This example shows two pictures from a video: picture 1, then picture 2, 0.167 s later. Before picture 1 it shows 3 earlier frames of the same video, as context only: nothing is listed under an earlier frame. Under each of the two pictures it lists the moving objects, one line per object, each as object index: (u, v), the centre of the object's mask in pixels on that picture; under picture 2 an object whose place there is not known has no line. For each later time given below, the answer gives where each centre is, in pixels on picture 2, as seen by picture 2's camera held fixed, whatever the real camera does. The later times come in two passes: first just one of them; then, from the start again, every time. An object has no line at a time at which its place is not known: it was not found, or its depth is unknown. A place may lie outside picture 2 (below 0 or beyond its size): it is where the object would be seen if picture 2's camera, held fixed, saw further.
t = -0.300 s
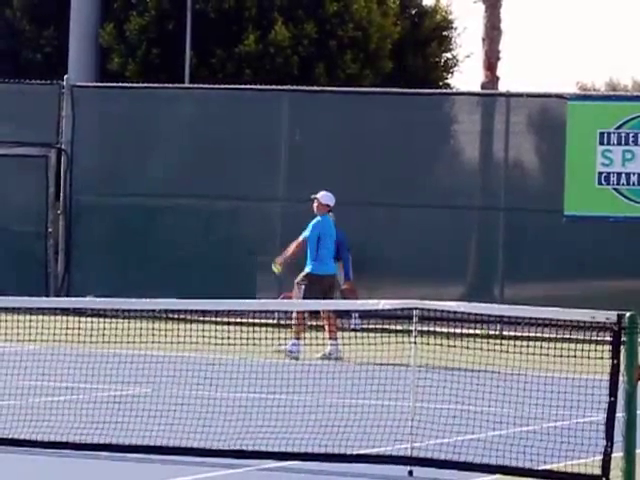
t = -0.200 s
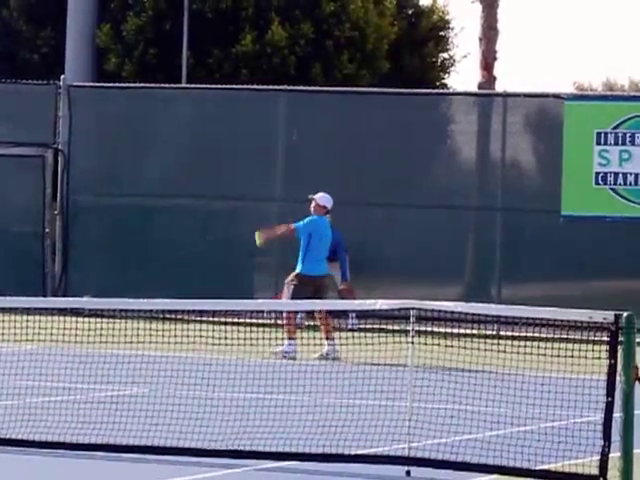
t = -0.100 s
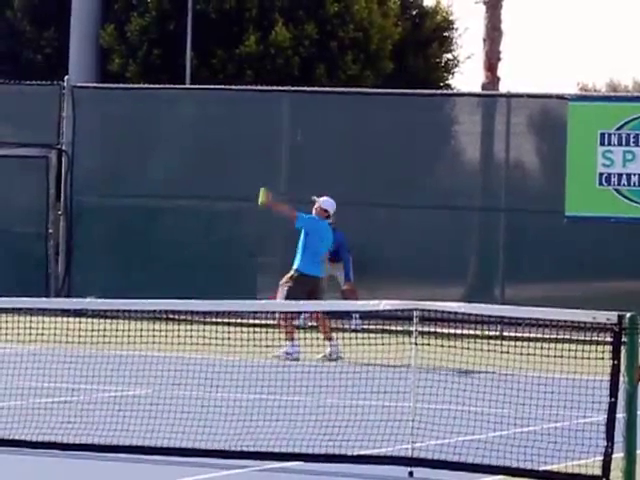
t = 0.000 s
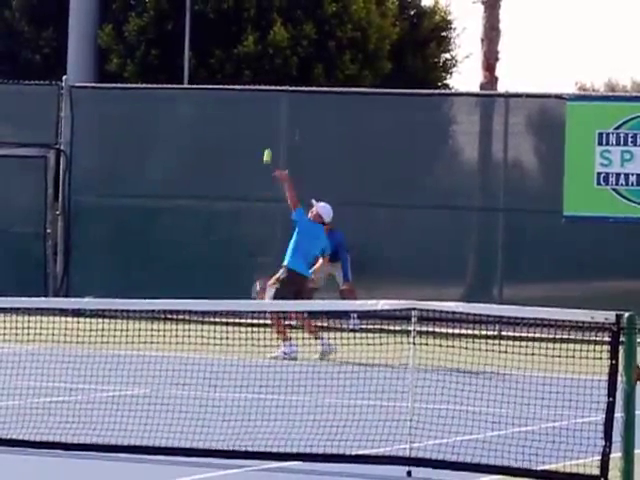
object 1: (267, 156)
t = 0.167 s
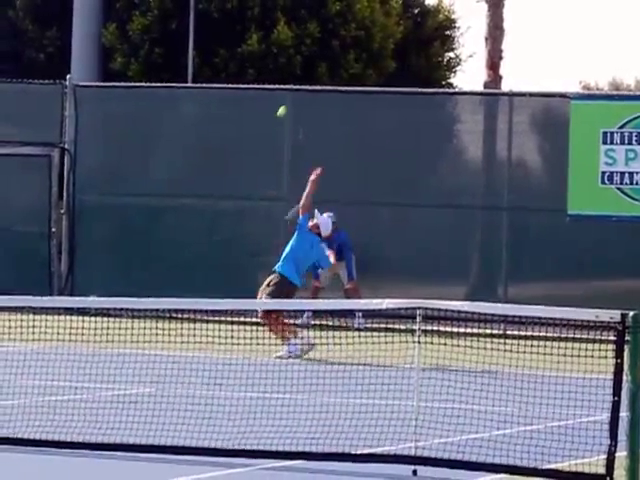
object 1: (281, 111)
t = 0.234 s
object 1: (285, 101)
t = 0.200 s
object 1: (283, 105)
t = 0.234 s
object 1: (285, 101)
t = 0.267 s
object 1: (287, 97)
